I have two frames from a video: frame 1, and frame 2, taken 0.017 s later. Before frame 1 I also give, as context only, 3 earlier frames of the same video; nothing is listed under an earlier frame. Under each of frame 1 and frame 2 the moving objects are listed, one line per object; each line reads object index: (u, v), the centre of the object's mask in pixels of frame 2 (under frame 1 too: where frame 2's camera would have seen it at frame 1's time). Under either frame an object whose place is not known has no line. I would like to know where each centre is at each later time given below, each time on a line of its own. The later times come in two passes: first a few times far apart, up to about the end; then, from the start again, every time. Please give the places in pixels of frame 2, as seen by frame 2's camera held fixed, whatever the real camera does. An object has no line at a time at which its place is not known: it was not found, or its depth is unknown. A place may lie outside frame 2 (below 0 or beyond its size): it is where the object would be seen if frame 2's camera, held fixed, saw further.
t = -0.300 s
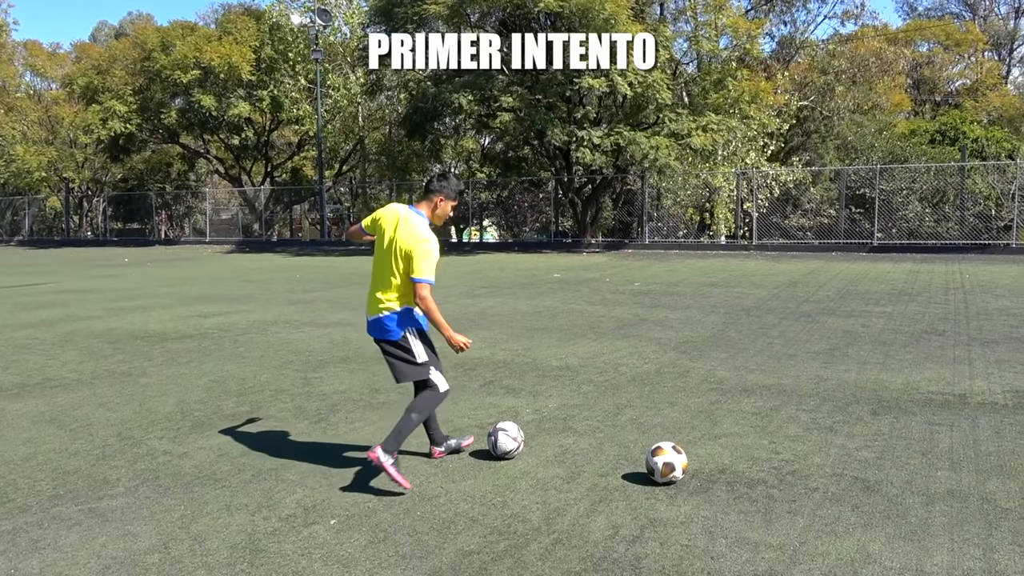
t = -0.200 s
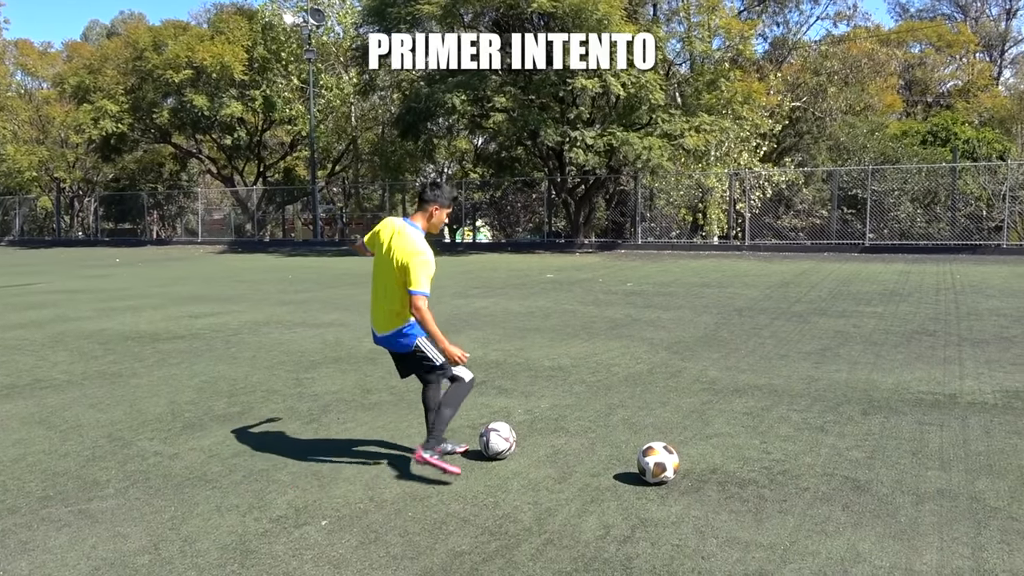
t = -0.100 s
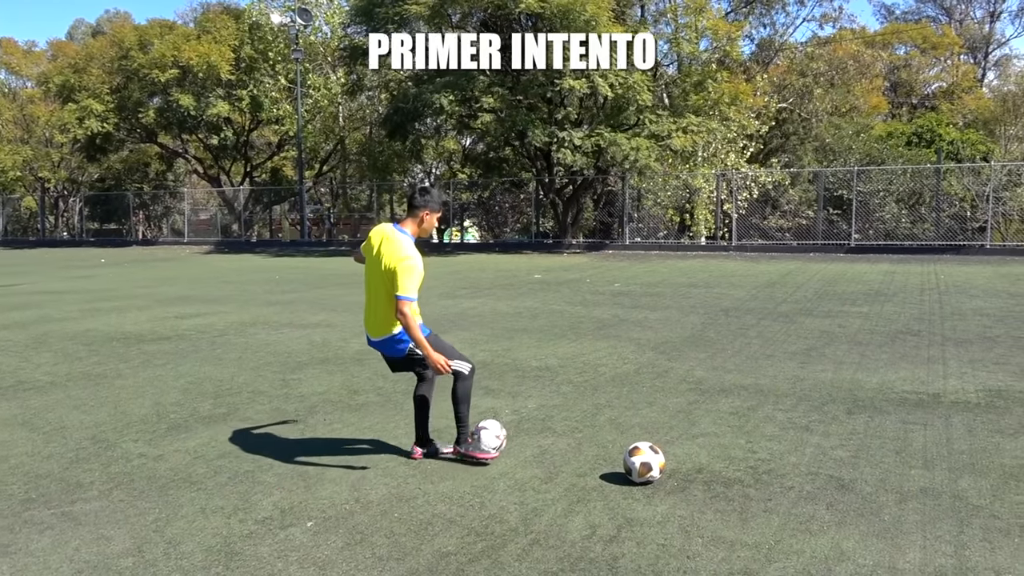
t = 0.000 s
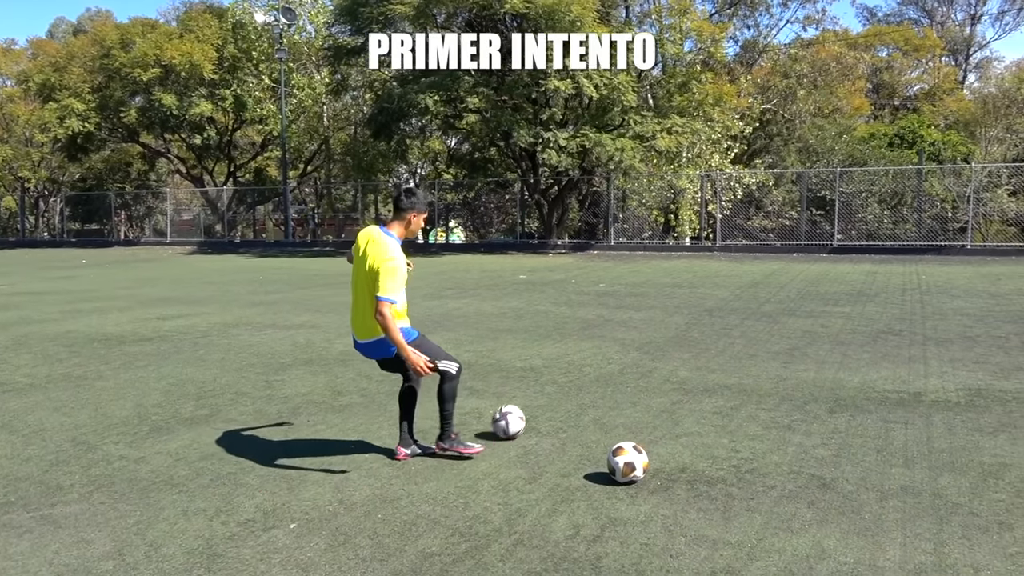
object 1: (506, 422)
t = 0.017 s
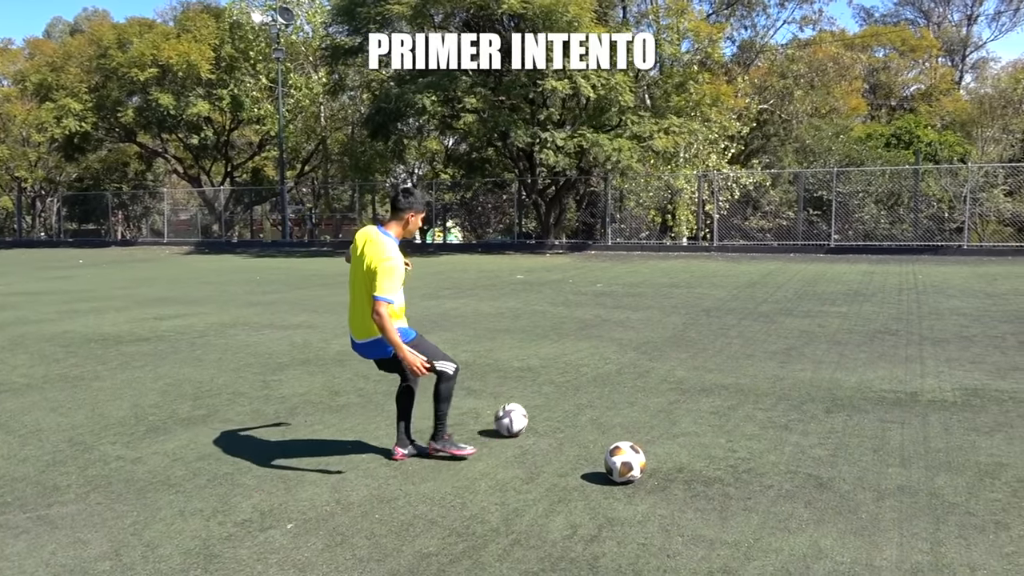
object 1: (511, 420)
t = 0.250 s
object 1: (563, 394)
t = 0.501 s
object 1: (599, 380)
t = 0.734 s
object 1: (625, 368)
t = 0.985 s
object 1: (649, 357)
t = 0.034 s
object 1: (516, 417)
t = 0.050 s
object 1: (520, 414)
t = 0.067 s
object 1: (524, 412)
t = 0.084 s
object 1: (529, 410)
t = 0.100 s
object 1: (533, 408)
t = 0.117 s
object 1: (538, 407)
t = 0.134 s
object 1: (541, 405)
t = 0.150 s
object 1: (545, 403)
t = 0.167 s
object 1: (548, 401)
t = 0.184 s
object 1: (552, 400)
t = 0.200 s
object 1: (555, 399)
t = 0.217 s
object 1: (558, 398)
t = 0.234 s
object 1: (561, 396)
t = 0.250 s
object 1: (563, 394)
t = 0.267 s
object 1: (566, 392)
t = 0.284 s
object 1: (569, 392)
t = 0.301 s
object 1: (571, 391)
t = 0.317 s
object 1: (574, 390)
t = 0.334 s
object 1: (576, 389)
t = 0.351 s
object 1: (579, 388)
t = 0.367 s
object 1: (581, 387)
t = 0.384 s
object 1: (583, 386)
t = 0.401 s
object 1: (586, 385)
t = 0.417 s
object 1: (588, 384)
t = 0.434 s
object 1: (590, 383)
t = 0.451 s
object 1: (592, 382)
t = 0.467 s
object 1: (594, 382)
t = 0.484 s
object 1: (596, 381)
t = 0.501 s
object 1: (599, 380)
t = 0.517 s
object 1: (601, 379)
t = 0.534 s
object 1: (603, 378)
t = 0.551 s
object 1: (605, 377)
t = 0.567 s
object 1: (606, 376)
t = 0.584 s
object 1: (608, 375)
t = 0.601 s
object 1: (610, 374)
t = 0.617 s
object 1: (612, 373)
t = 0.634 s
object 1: (614, 372)
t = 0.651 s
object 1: (616, 372)
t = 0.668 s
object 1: (618, 371)
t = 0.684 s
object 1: (619, 370)
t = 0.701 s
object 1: (621, 369)
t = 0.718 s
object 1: (623, 369)
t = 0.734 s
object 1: (625, 368)
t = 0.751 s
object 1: (627, 367)
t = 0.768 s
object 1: (628, 366)
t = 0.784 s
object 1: (630, 366)
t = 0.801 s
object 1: (632, 365)
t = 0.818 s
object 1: (633, 364)
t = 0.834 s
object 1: (635, 363)
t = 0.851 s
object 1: (637, 363)
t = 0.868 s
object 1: (638, 362)
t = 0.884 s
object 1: (640, 361)
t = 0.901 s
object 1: (641, 361)
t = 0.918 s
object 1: (643, 360)
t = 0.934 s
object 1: (644, 359)
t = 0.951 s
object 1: (646, 358)
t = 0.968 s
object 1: (648, 358)
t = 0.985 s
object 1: (649, 357)
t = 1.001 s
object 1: (650, 357)
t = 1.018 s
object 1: (652, 356)
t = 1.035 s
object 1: (653, 355)
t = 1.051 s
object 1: (654, 354)
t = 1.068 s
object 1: (655, 354)
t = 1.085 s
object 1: (657, 353)
